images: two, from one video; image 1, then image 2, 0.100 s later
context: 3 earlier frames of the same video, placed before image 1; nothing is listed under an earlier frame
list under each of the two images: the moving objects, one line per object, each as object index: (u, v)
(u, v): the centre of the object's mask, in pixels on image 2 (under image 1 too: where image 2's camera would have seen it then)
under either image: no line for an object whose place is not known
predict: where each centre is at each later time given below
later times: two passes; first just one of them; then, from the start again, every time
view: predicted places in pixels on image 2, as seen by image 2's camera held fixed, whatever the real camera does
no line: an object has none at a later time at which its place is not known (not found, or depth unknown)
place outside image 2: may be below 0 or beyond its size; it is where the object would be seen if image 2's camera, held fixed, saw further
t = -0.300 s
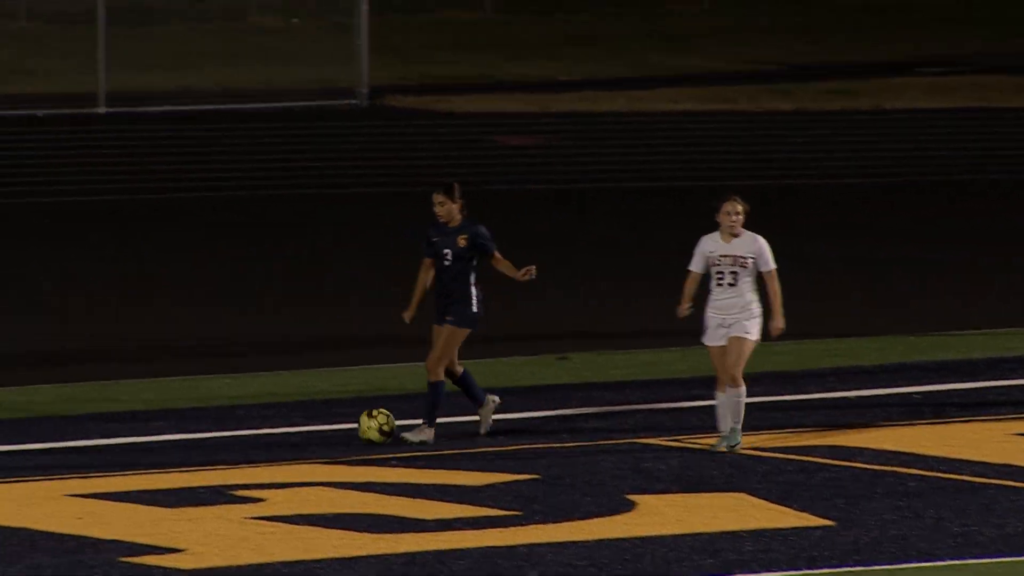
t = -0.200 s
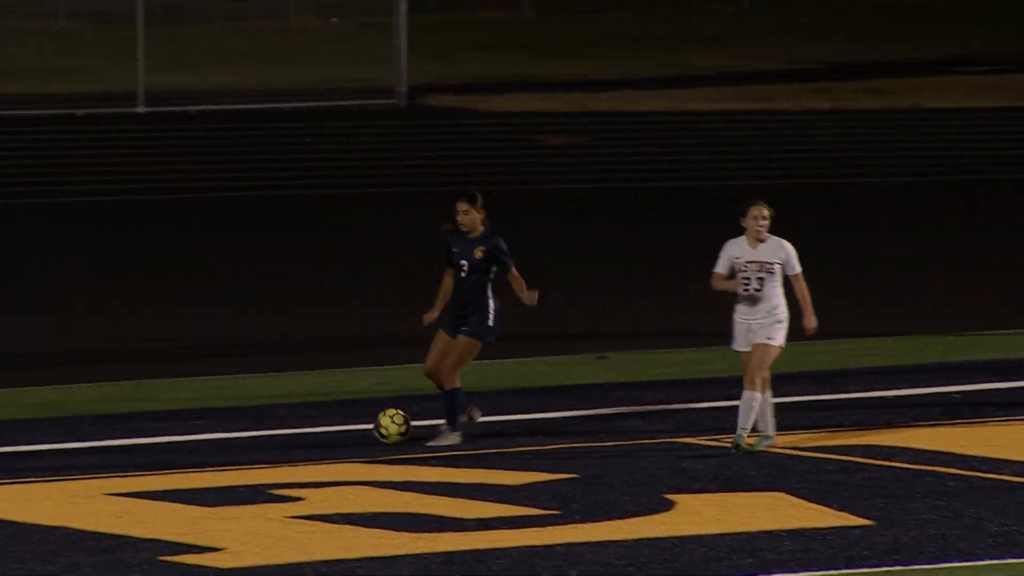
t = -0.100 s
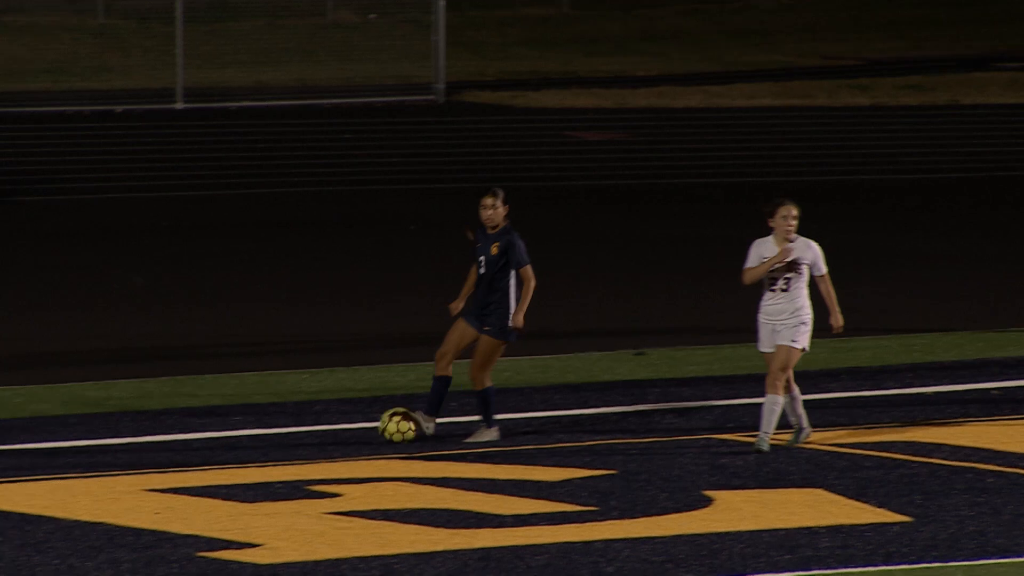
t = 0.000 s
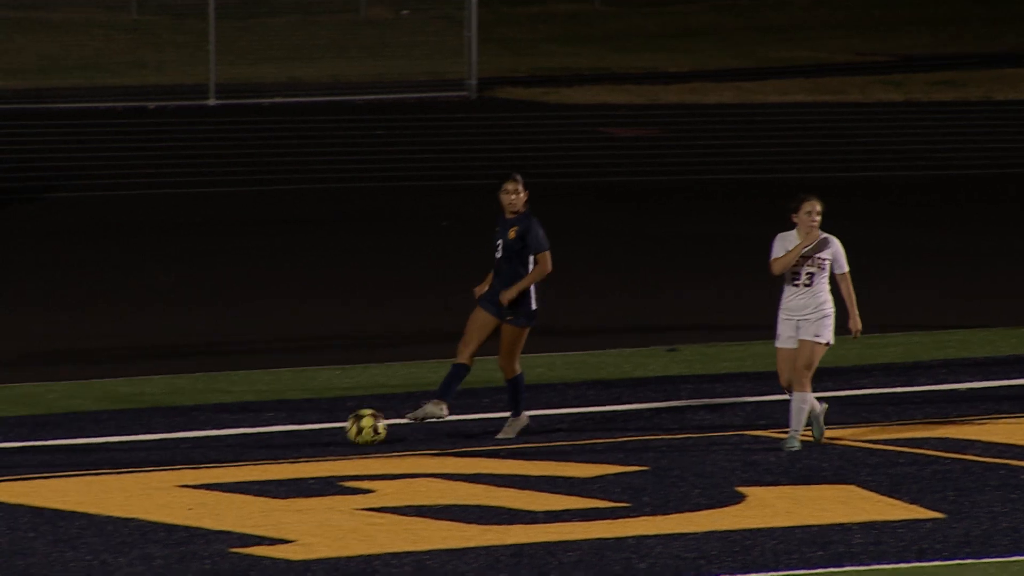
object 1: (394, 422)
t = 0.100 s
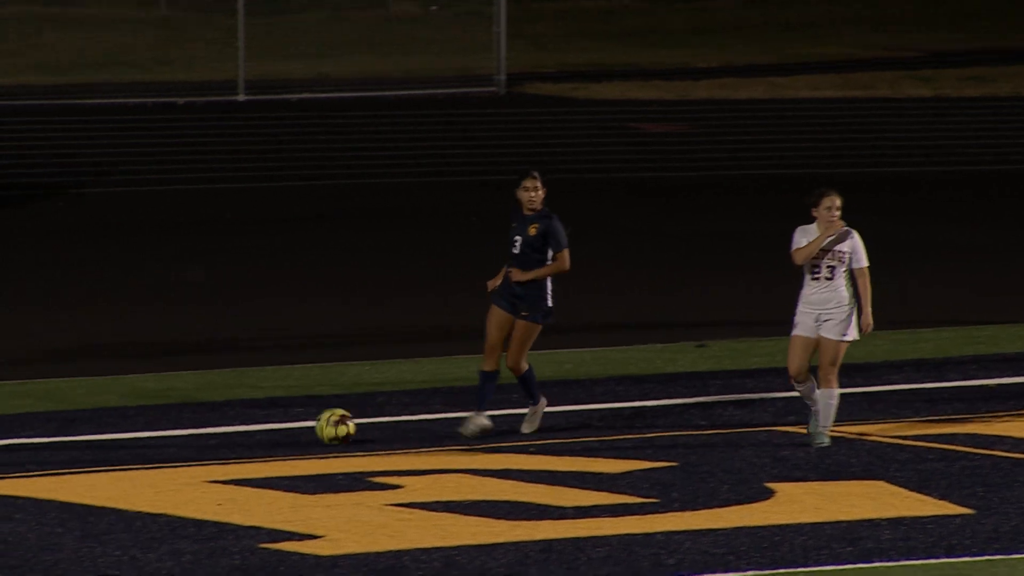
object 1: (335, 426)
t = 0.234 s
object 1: (263, 433)
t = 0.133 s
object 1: (316, 428)
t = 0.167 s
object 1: (298, 431)
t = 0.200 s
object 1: (279, 432)
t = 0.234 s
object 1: (263, 433)
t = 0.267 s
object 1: (246, 434)
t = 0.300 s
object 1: (230, 437)
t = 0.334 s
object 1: (214, 438)
